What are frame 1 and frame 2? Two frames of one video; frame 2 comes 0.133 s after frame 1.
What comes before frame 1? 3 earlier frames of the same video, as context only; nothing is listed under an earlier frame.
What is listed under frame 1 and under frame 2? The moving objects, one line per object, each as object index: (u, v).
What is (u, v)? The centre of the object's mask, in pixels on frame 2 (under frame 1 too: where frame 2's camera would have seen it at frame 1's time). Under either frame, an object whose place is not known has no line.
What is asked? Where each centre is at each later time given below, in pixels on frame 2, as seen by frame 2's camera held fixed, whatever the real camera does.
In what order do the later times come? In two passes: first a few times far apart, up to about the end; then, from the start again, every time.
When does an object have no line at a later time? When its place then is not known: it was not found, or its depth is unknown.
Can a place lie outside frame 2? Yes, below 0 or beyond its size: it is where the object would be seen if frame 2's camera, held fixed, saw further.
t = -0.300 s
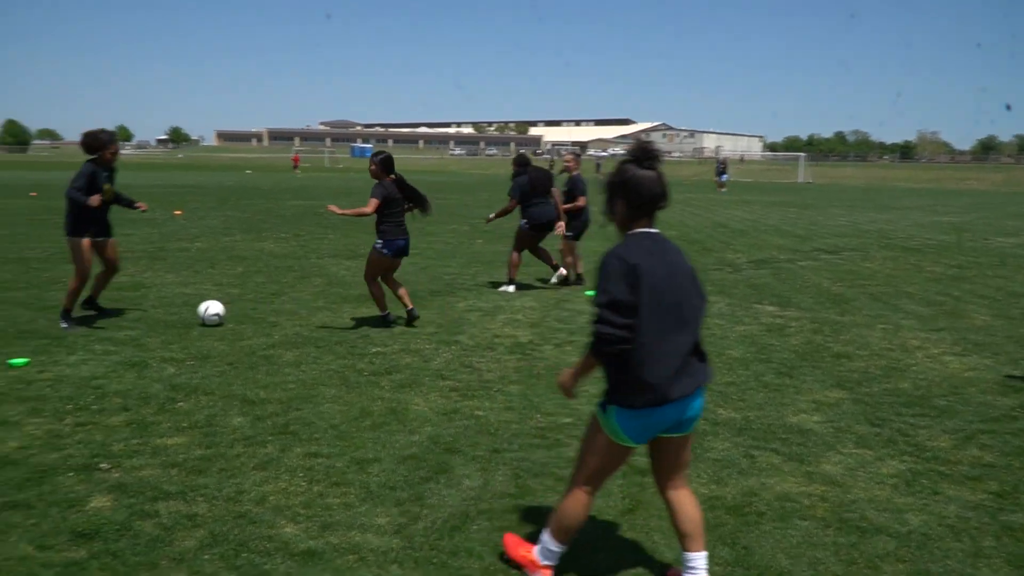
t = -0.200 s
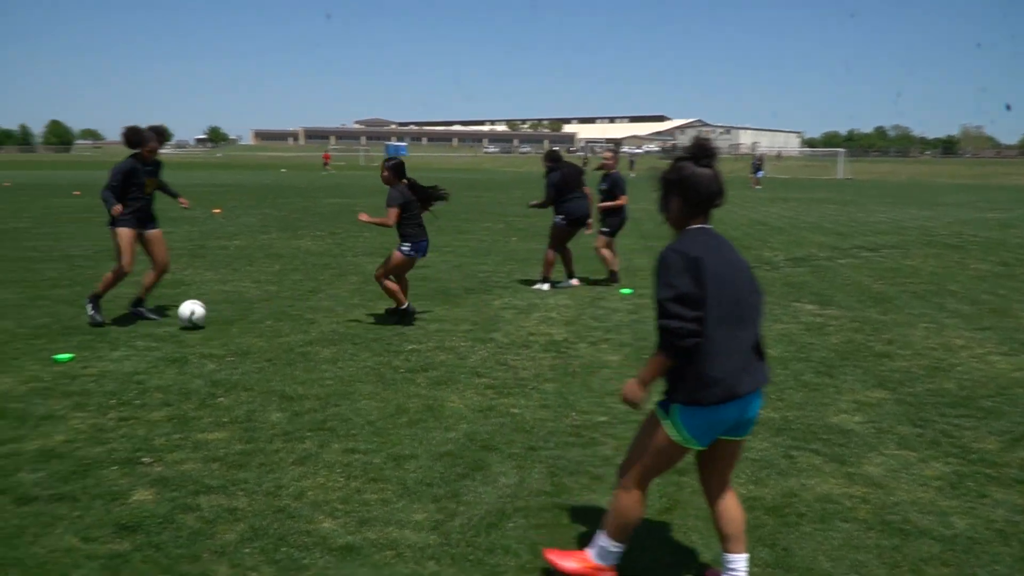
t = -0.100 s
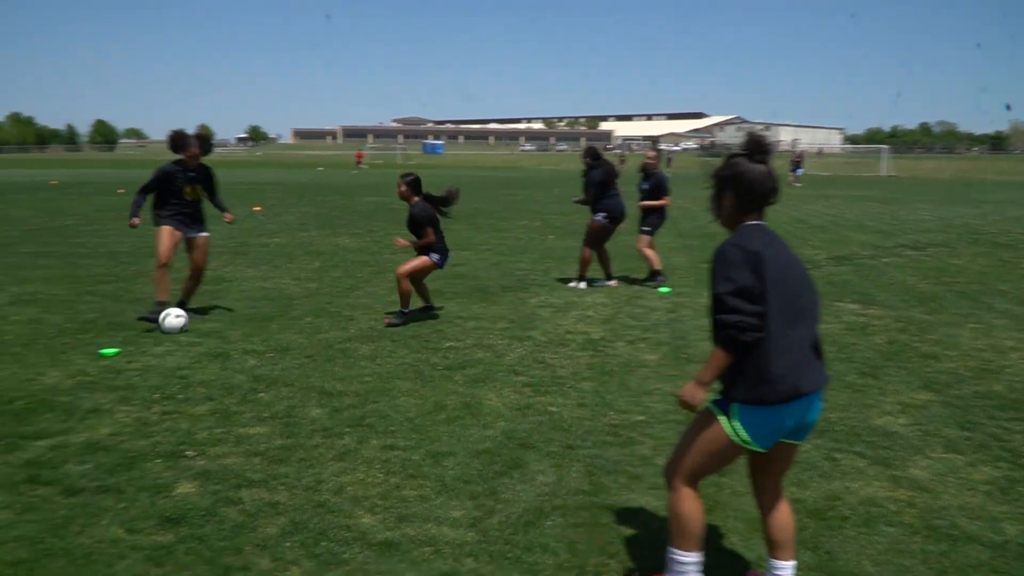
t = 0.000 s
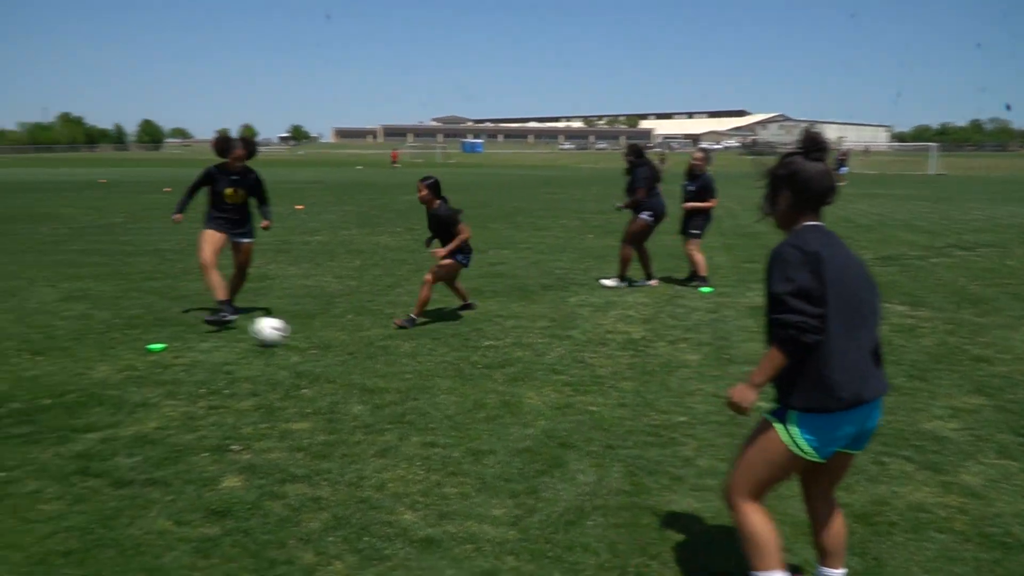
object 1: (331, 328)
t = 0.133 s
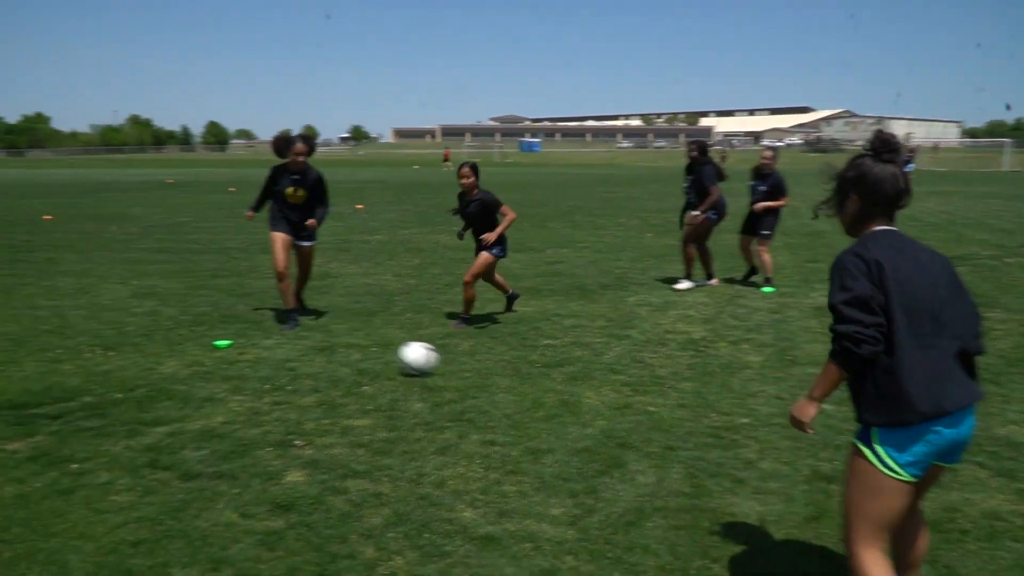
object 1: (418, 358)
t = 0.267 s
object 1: (514, 392)
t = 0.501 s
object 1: (703, 456)
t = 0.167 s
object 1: (439, 364)
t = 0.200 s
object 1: (463, 370)
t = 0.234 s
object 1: (487, 380)
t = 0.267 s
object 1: (514, 392)
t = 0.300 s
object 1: (542, 404)
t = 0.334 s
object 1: (566, 411)
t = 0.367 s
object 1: (590, 415)
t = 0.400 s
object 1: (616, 421)
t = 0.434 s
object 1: (643, 430)
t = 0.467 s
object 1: (672, 440)
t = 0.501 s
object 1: (703, 456)
